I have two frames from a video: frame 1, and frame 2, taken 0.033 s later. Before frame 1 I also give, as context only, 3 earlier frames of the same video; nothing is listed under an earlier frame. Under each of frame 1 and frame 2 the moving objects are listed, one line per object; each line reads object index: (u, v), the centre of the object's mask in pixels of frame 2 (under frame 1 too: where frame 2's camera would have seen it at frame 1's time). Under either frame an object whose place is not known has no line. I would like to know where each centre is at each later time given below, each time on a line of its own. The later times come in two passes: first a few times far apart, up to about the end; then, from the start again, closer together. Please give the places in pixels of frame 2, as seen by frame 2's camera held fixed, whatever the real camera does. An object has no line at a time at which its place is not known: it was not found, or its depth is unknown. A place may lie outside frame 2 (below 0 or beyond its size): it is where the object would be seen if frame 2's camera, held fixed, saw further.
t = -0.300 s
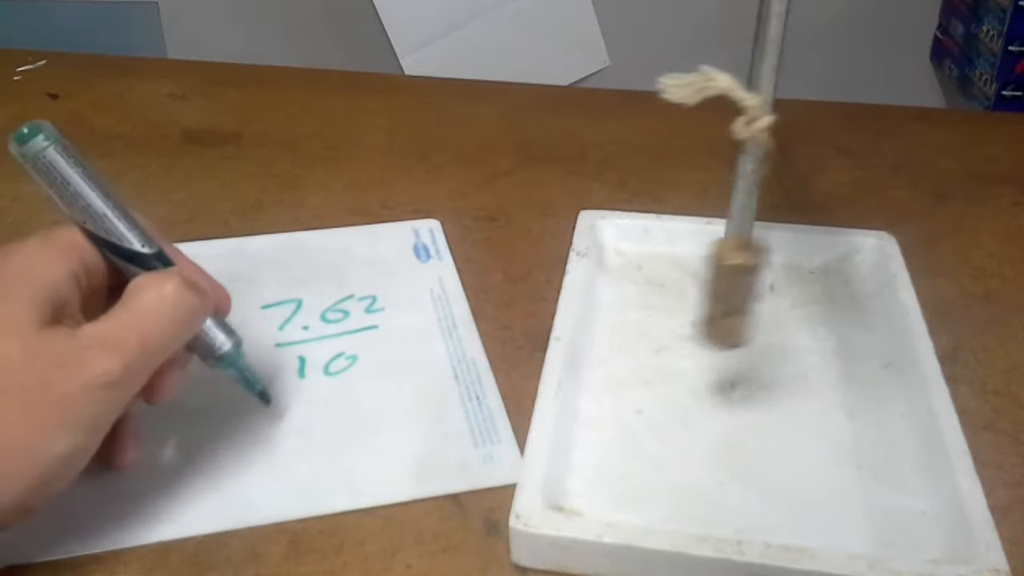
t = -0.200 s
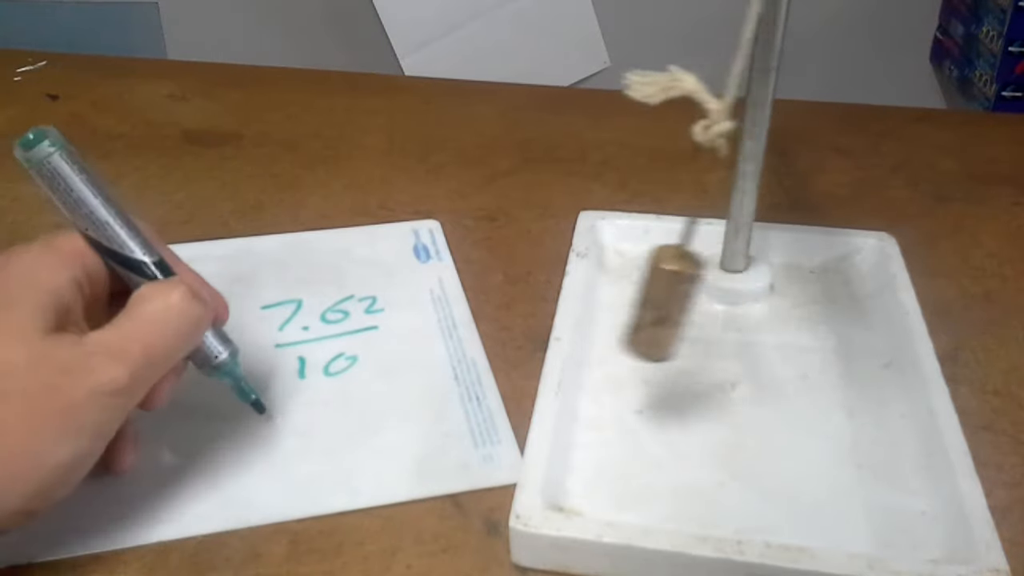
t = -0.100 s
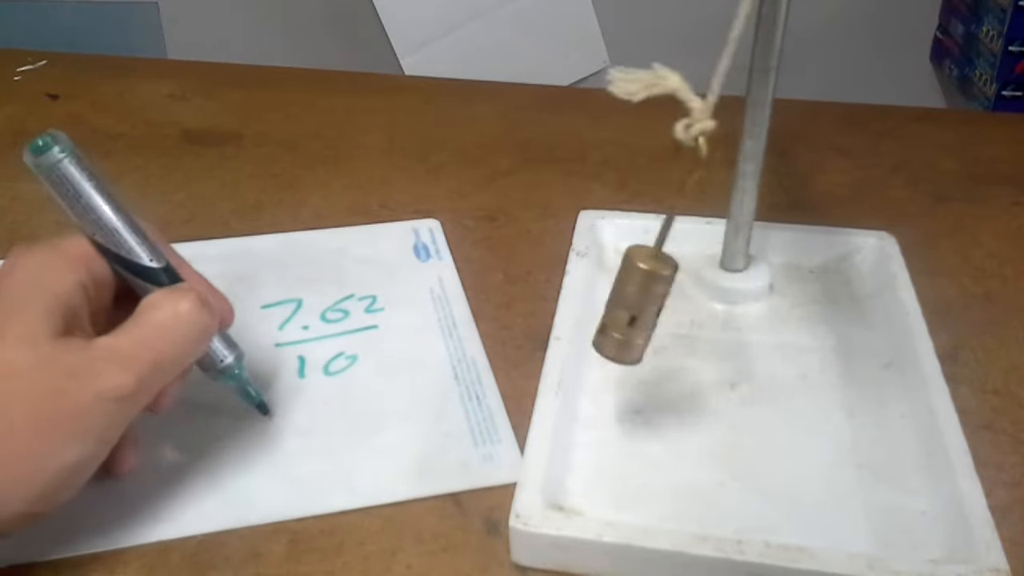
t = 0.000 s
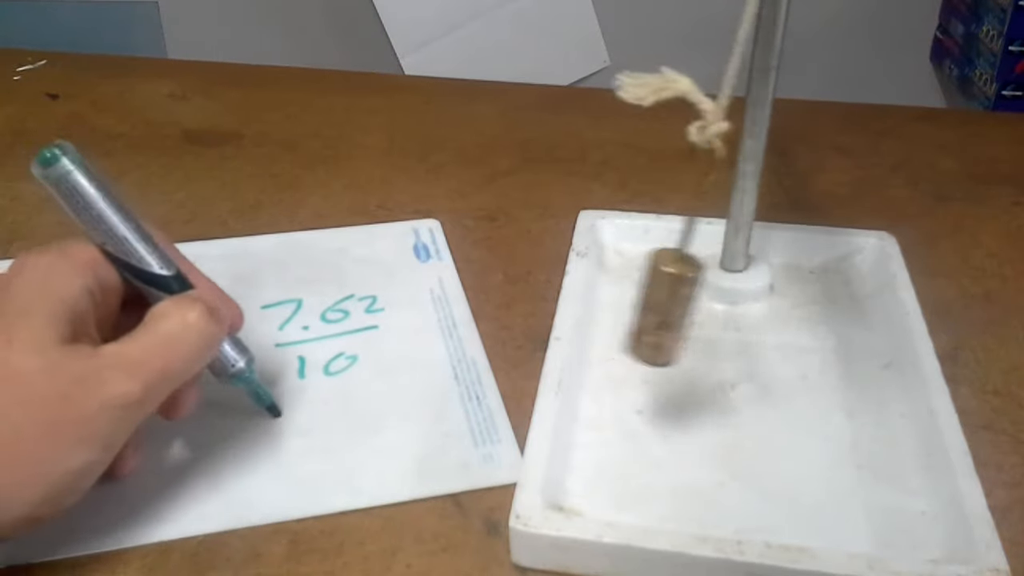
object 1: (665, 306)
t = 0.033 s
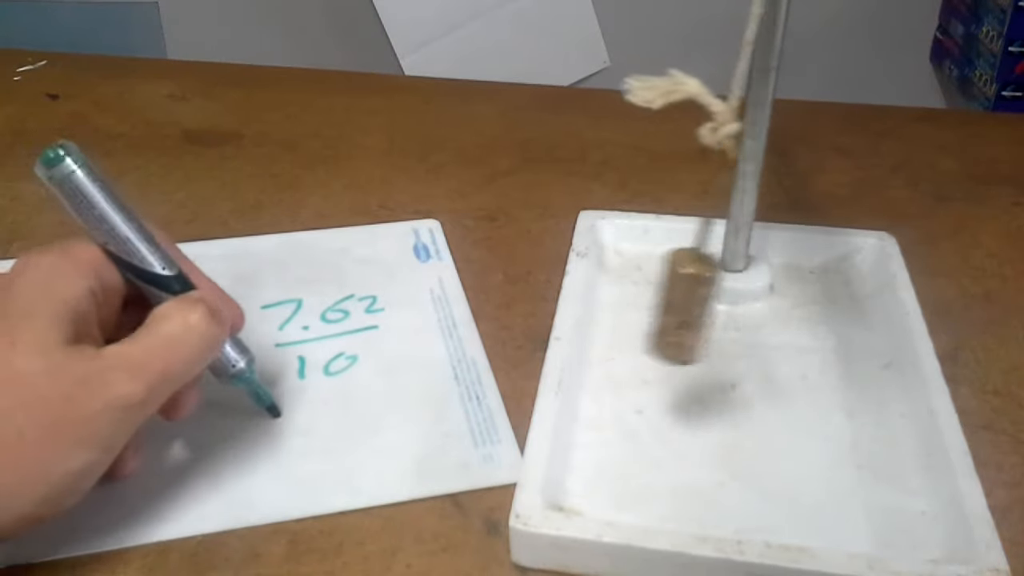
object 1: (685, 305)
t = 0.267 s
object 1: (809, 270)
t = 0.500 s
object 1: (701, 297)
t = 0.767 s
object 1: (671, 306)
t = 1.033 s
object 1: (807, 270)
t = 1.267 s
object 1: (696, 298)
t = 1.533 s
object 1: (677, 306)
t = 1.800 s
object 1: (805, 270)
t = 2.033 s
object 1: (690, 300)
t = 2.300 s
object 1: (683, 305)
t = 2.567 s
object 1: (803, 271)
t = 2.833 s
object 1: (668, 303)
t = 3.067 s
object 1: (690, 305)
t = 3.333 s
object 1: (800, 271)
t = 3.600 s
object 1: (666, 303)
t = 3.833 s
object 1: (696, 304)
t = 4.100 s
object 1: (796, 272)
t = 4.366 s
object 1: (663, 305)
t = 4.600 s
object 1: (703, 304)
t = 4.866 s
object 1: (793, 272)
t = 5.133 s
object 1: (661, 305)
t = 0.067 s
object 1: (707, 302)
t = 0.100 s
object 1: (731, 297)
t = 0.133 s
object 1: (757, 294)
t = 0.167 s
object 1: (778, 285)
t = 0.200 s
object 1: (794, 280)
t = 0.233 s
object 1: (805, 274)
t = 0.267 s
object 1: (809, 270)
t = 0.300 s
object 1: (808, 270)
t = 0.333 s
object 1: (802, 272)
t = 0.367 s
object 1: (790, 276)
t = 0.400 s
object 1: (771, 279)
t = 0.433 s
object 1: (748, 288)
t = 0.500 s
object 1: (701, 297)
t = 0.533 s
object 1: (680, 300)
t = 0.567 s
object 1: (661, 302)
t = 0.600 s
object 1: (647, 304)
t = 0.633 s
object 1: (638, 304)
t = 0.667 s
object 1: (637, 305)
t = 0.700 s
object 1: (643, 306)
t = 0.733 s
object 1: (654, 306)
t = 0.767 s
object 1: (671, 306)
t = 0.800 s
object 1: (690, 304)
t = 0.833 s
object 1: (714, 300)
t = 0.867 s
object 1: (737, 297)
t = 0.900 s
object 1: (761, 292)
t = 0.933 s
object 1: (781, 284)
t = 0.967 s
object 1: (795, 279)
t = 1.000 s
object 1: (804, 273)
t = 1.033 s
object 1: (807, 270)
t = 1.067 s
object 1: (805, 271)
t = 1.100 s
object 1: (798, 272)
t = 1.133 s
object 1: (783, 277)
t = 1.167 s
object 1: (764, 282)
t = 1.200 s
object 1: (741, 290)
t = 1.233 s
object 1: (719, 294)
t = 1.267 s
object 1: (696, 298)
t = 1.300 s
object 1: (675, 301)
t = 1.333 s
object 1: (658, 303)
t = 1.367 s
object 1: (646, 304)
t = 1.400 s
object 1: (639, 305)
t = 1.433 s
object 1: (640, 306)
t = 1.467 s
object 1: (647, 306)
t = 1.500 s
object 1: (660, 307)
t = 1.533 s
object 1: (677, 306)
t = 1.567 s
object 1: (698, 304)
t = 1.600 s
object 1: (720, 300)
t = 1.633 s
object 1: (744, 295)
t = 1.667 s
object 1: (766, 289)
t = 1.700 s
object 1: (783, 282)
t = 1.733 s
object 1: (796, 276)
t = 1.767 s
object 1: (803, 272)
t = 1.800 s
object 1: (805, 270)
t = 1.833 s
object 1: (802, 271)
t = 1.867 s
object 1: (793, 274)
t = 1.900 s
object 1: (778, 279)
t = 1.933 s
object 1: (757, 284)
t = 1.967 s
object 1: (735, 291)
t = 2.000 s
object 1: (712, 296)
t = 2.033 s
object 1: (690, 300)
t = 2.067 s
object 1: (671, 302)
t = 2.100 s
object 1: (656, 304)
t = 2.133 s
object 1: (645, 305)
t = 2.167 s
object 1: (641, 306)
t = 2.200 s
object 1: (643, 307)
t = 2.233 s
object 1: (652, 307)
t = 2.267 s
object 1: (666, 307)
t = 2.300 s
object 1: (683, 305)
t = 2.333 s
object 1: (704, 303)
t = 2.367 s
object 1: (727, 299)
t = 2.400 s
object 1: (748, 292)
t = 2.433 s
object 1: (769, 287)
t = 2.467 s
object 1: (786, 281)
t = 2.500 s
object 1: (797, 276)
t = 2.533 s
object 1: (803, 272)
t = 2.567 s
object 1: (803, 271)
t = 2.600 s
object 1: (798, 272)
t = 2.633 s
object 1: (787, 275)
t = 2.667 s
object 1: (771, 280)
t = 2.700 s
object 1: (750, 287)
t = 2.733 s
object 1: (729, 292)
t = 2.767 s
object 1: (707, 296)
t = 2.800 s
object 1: (686, 300)
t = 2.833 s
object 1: (668, 303)
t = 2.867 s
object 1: (654, 305)
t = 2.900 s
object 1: (646, 306)
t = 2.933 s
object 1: (643, 307)
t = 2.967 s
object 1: (647, 307)
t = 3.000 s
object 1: (657, 307)
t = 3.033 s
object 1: (672, 306)
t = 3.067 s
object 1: (690, 305)
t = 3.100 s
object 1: (711, 301)
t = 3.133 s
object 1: (733, 297)
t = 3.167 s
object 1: (754, 294)
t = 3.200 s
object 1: (773, 284)
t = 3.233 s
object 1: (788, 279)
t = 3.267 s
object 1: (797, 274)
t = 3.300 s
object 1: (801, 272)
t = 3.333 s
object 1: (800, 271)
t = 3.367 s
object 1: (793, 273)
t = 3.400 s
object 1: (782, 277)
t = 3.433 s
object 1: (765, 282)
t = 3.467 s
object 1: (744, 287)
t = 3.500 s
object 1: (723, 294)
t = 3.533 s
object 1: (701, 297)
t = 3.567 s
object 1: (682, 301)
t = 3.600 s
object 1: (666, 303)
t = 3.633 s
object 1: (653, 305)
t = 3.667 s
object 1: (646, 306)
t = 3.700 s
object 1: (646, 307)
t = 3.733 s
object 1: (651, 308)
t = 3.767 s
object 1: (662, 308)
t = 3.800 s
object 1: (678, 306)
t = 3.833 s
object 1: (696, 304)
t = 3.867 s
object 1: (718, 300)
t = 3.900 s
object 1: (738, 296)
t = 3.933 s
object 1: (760, 291)
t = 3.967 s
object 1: (776, 283)
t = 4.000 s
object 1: (789, 278)
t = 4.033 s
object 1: (797, 273)
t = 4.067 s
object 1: (799, 271)
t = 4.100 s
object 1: (796, 272)
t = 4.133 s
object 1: (788, 274)
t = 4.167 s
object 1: (776, 278)
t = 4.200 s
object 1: (758, 283)
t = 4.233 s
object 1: (738, 289)
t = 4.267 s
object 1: (716, 294)
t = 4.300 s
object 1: (696, 299)
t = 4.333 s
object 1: (678, 303)
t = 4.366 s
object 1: (663, 305)
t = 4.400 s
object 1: (653, 306)
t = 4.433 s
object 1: (647, 307)
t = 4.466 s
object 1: (648, 308)
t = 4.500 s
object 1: (656, 308)
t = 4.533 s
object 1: (668, 308)
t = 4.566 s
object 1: (685, 306)
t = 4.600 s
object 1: (703, 304)
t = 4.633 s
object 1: (723, 299)
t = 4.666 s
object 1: (744, 294)
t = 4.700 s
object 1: (764, 287)
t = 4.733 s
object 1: (779, 281)
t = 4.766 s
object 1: (791, 276)
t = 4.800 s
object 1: (796, 272)
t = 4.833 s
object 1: (797, 271)
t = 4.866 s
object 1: (793, 272)
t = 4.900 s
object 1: (785, 276)
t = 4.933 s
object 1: (771, 279)
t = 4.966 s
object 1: (752, 285)
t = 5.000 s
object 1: (732, 291)
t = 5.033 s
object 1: (711, 296)
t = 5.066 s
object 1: (692, 300)
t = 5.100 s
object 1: (675, 304)
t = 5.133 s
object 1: (661, 305)
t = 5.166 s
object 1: (652, 306)
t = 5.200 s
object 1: (649, 307)
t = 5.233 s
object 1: (652, 308)
